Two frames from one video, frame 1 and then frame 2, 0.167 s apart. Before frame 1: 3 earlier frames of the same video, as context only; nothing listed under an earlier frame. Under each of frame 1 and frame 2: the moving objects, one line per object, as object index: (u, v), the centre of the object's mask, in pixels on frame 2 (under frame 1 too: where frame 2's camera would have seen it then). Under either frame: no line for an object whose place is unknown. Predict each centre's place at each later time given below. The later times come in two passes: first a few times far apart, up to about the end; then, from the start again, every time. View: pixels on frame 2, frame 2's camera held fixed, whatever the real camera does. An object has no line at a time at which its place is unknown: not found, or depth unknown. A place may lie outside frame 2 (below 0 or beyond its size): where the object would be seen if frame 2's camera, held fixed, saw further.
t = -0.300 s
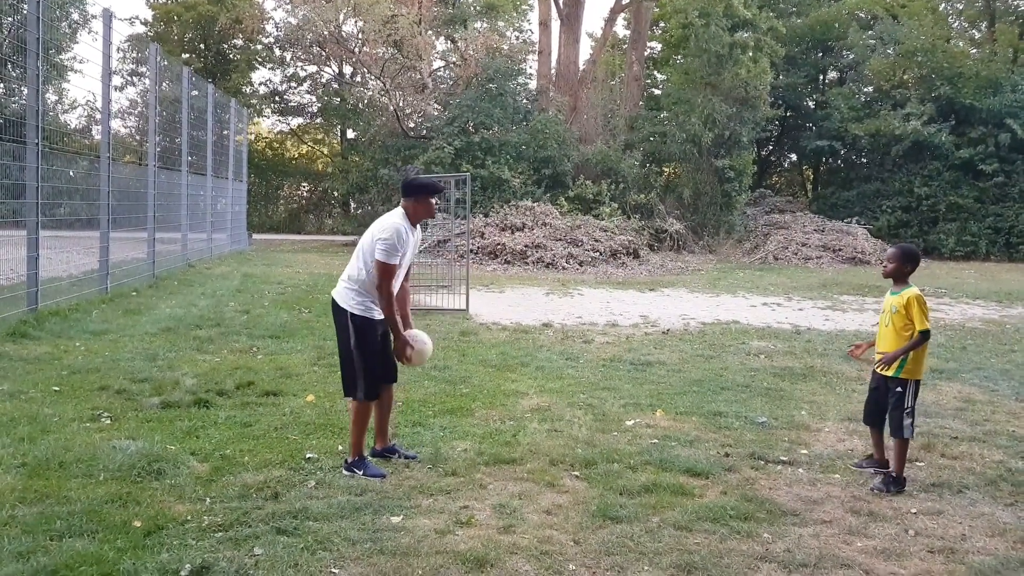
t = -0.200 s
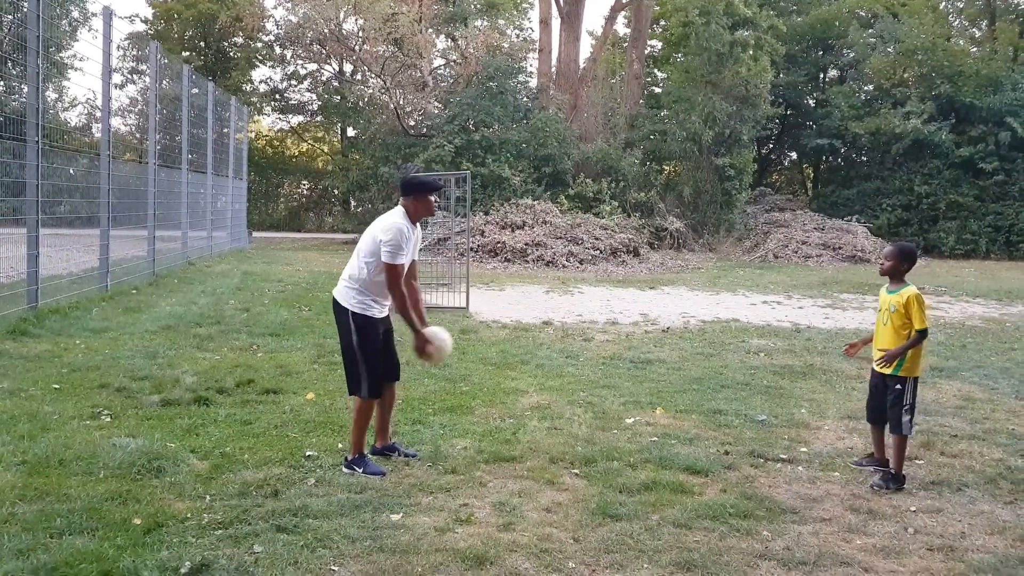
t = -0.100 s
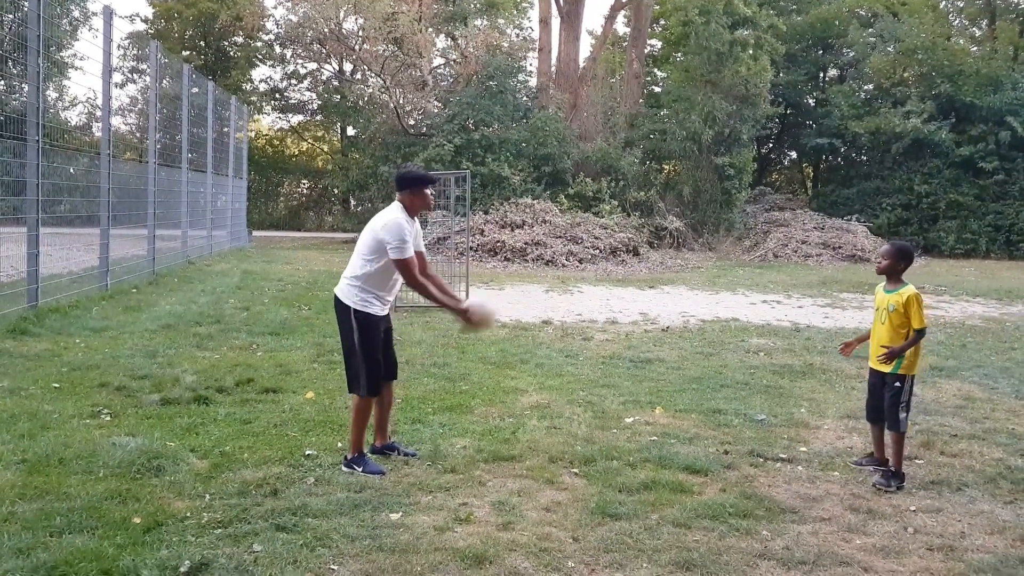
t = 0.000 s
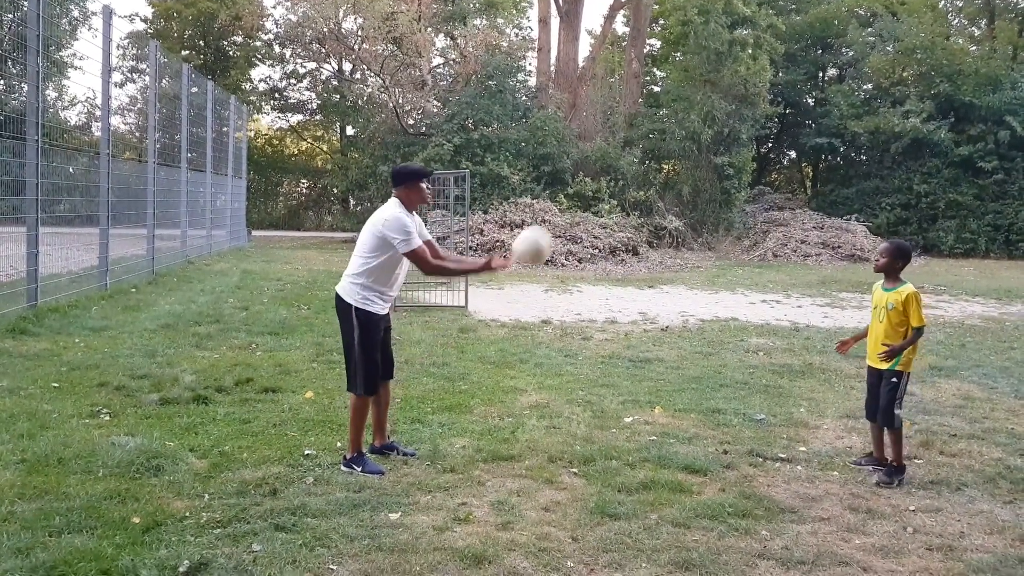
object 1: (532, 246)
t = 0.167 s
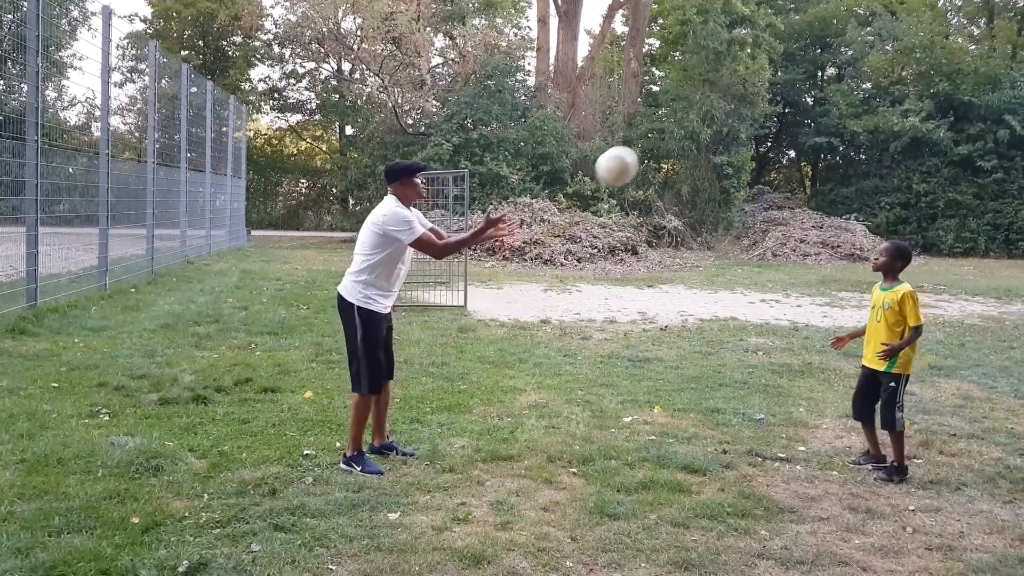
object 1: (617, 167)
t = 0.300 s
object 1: (683, 135)
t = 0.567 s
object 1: (809, 162)
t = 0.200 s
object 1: (633, 156)
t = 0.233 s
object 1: (651, 146)
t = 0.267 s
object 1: (667, 140)
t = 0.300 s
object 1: (683, 135)
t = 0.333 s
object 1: (699, 131)
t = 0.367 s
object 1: (715, 130)
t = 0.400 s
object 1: (731, 130)
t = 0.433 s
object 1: (747, 133)
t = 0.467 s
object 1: (763, 137)
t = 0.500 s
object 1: (778, 144)
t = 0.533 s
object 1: (794, 151)
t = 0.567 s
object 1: (809, 162)
